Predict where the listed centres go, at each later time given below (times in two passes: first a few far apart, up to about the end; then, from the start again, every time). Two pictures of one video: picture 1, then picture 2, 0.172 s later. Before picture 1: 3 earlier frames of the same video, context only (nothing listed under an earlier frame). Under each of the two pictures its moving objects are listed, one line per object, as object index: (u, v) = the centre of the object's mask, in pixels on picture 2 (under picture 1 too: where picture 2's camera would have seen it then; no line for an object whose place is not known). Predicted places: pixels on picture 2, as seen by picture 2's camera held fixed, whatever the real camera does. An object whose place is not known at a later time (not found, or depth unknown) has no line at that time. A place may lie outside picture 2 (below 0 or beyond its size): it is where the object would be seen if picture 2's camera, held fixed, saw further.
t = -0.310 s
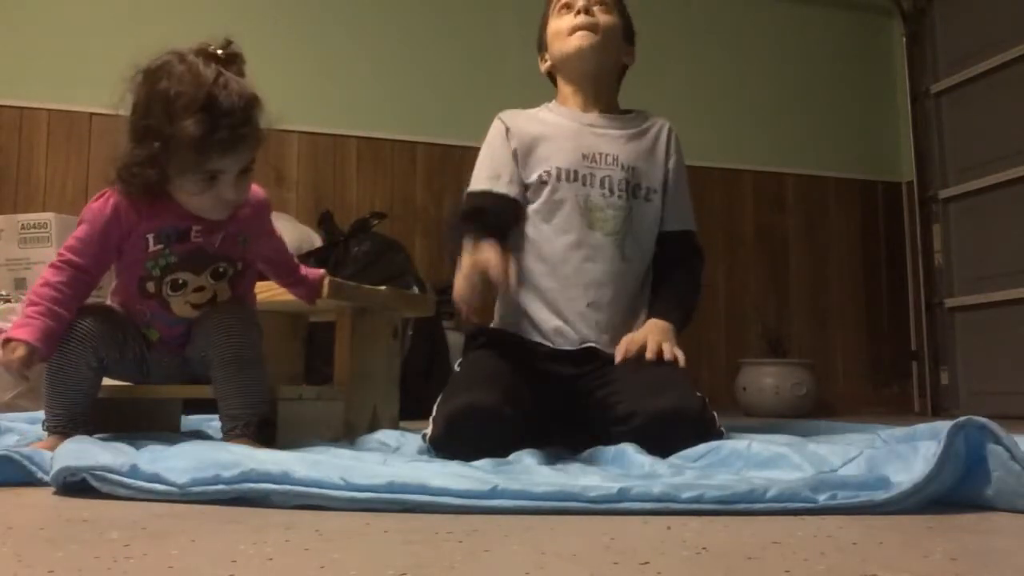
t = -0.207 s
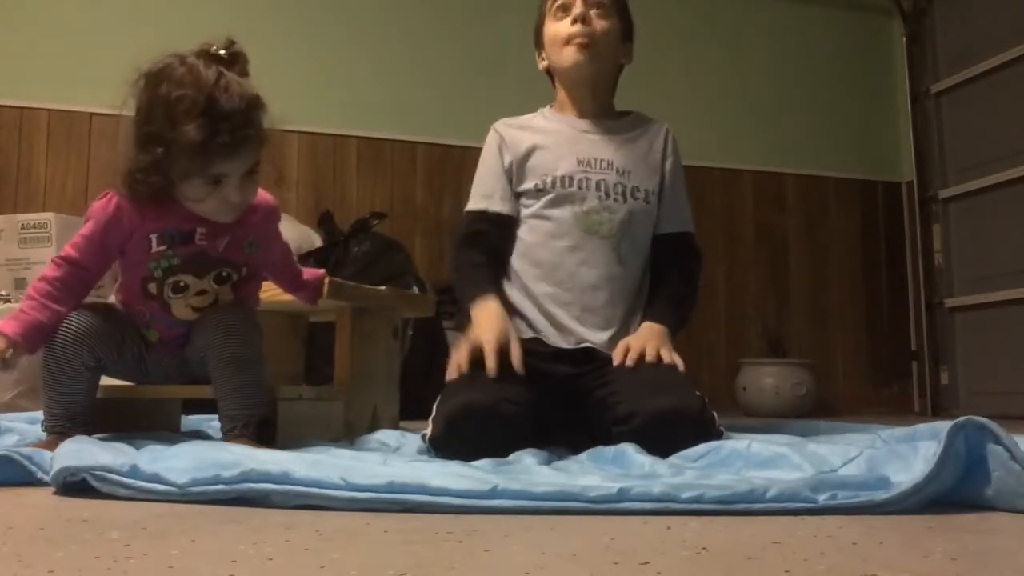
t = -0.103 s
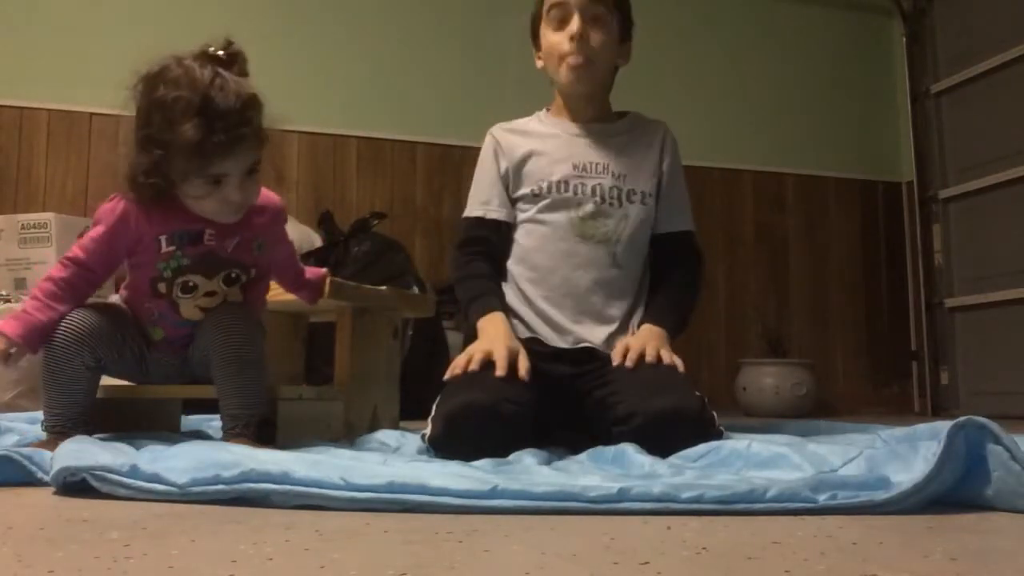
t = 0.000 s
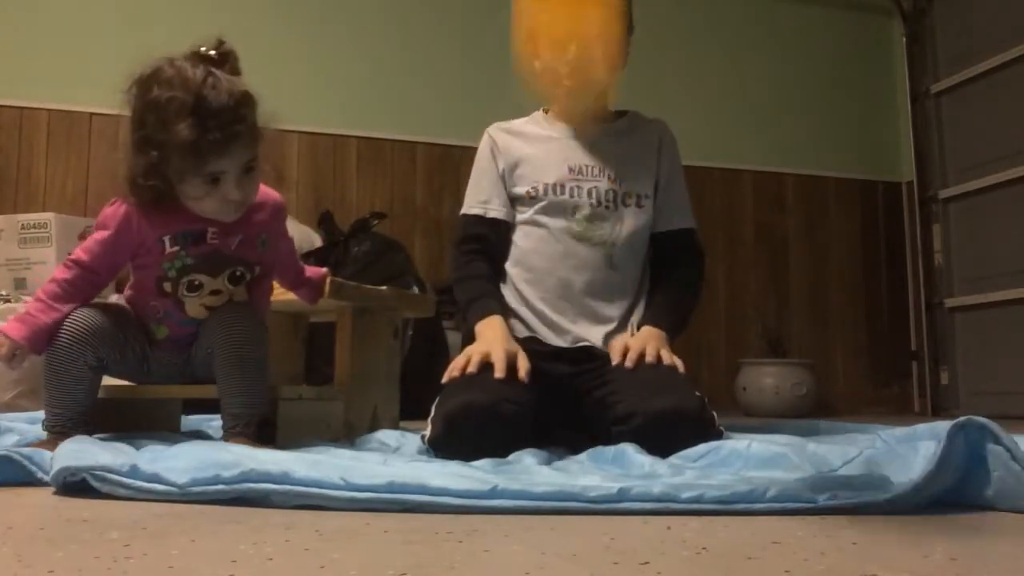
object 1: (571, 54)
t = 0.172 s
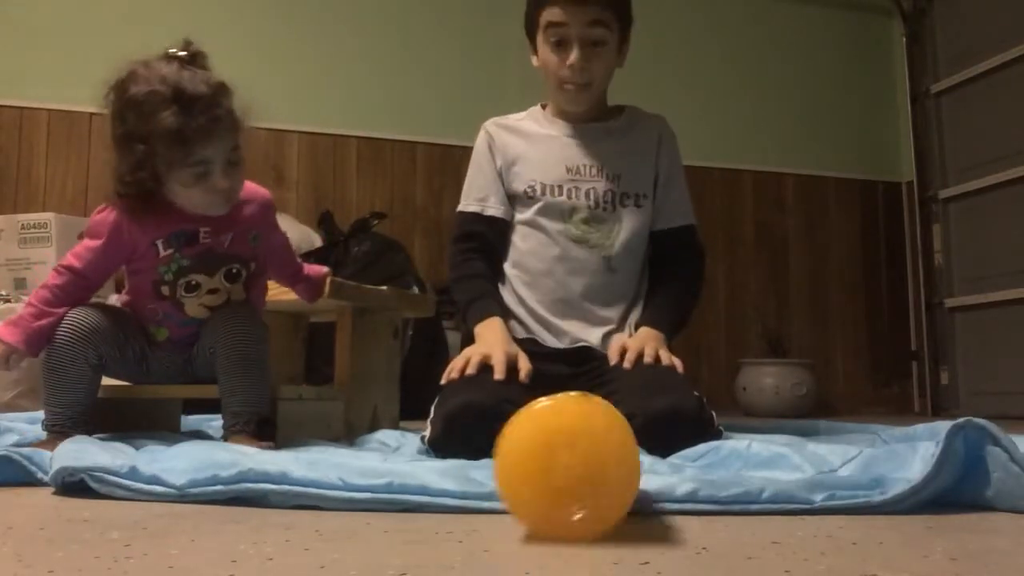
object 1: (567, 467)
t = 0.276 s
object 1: (564, 481)
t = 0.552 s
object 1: (555, 491)
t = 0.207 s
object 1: (563, 471)
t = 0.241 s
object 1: (563, 476)
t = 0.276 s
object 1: (564, 481)
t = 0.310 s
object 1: (562, 485)
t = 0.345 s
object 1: (558, 486)
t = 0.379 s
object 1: (555, 487)
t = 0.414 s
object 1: (555, 488)
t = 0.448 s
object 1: (556, 489)
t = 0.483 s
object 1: (558, 490)
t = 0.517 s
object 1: (557, 491)
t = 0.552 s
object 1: (555, 491)
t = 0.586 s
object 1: (552, 492)
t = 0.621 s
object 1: (550, 492)
